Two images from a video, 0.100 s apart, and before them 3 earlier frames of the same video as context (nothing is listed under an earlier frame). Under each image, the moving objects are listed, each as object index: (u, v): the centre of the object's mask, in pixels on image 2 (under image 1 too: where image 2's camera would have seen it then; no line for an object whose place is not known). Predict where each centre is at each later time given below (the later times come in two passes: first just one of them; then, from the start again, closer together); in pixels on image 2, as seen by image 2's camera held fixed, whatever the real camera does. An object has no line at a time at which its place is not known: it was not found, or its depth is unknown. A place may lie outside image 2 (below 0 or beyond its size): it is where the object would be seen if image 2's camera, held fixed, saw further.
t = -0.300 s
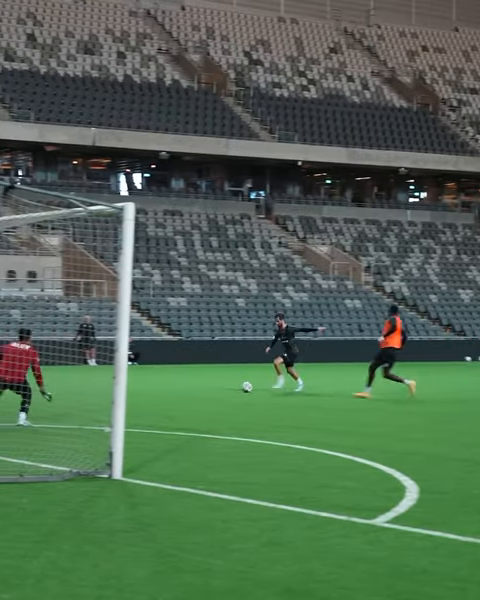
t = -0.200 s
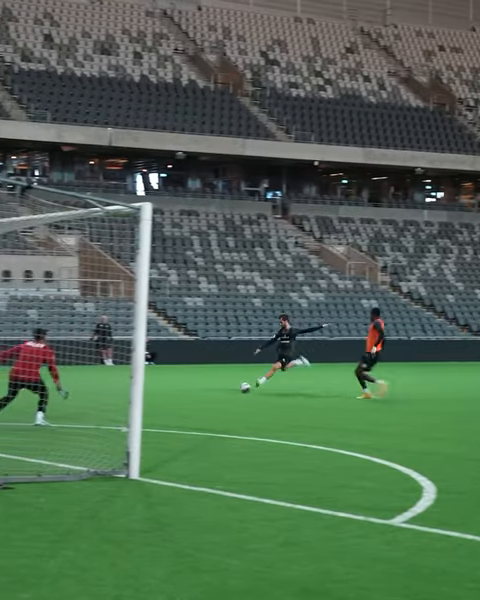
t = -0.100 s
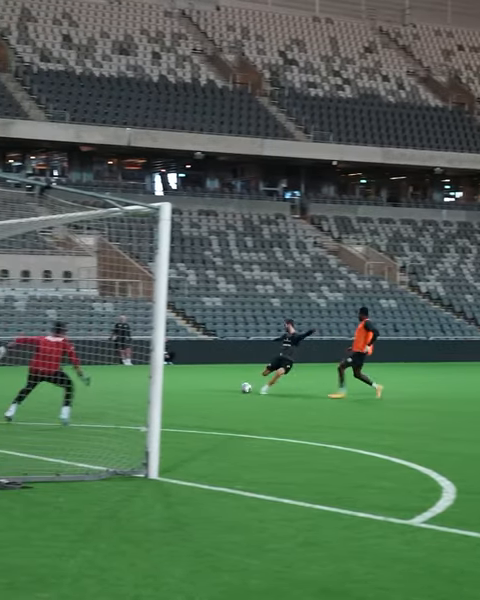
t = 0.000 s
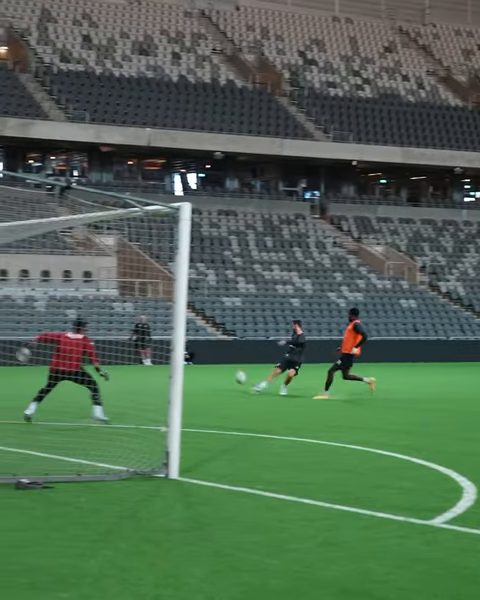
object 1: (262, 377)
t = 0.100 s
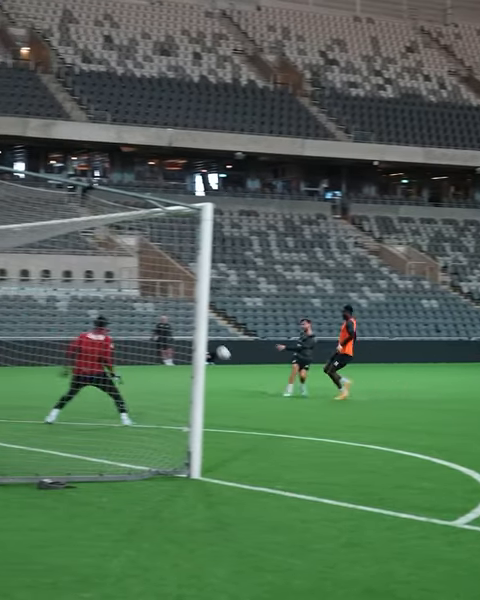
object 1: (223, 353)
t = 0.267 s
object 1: (145, 305)
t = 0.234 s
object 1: (156, 311)
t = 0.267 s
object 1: (145, 305)
